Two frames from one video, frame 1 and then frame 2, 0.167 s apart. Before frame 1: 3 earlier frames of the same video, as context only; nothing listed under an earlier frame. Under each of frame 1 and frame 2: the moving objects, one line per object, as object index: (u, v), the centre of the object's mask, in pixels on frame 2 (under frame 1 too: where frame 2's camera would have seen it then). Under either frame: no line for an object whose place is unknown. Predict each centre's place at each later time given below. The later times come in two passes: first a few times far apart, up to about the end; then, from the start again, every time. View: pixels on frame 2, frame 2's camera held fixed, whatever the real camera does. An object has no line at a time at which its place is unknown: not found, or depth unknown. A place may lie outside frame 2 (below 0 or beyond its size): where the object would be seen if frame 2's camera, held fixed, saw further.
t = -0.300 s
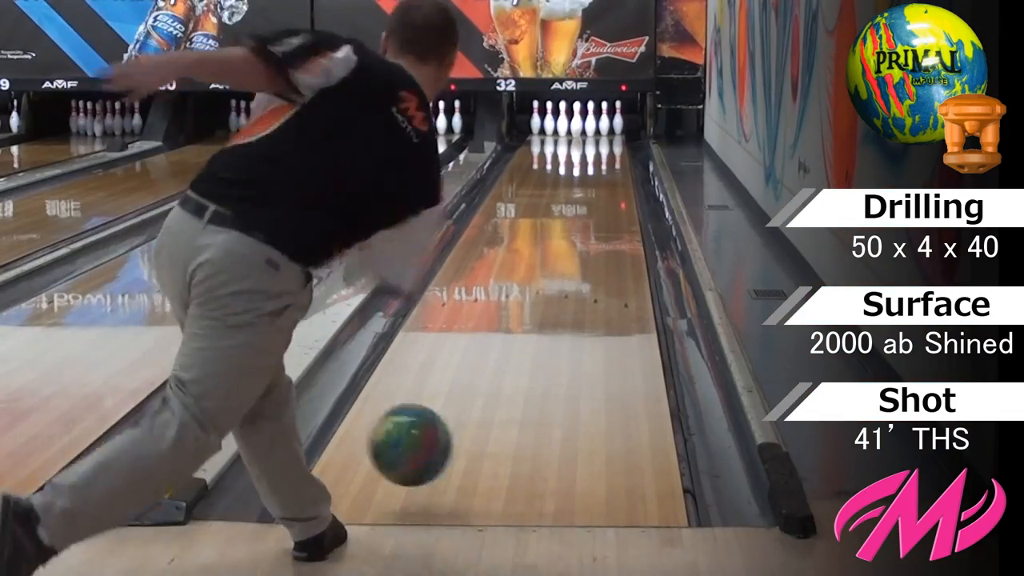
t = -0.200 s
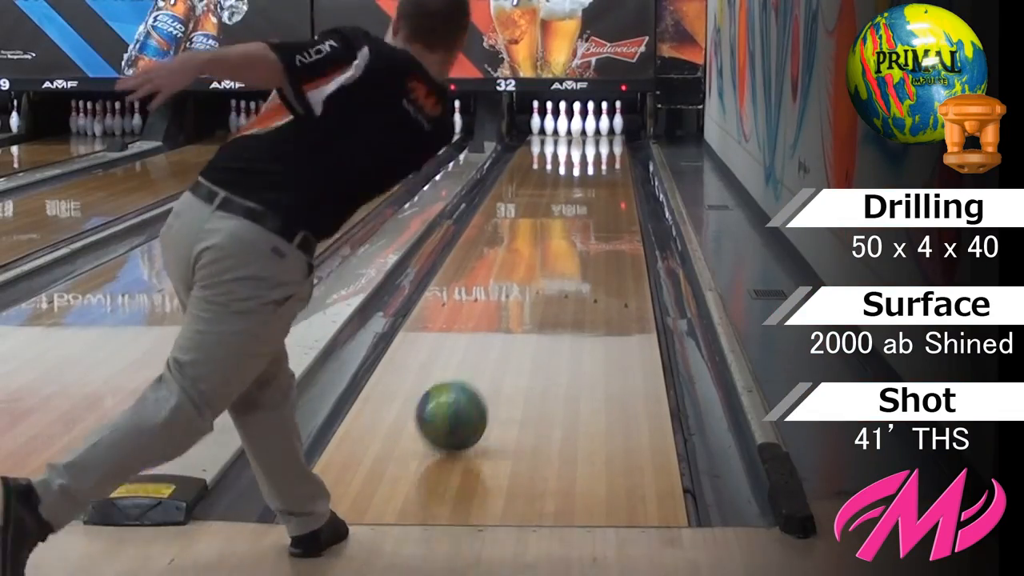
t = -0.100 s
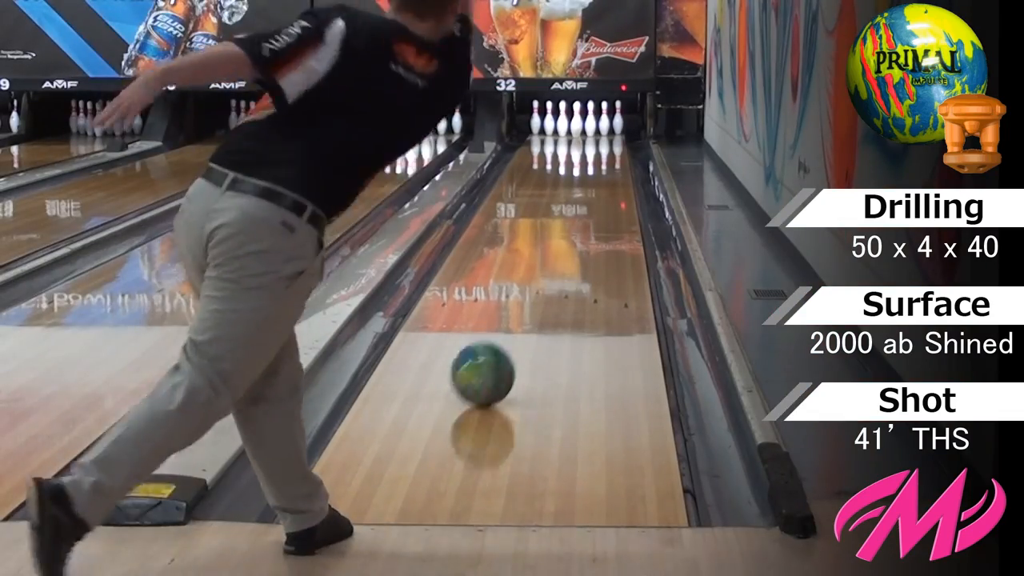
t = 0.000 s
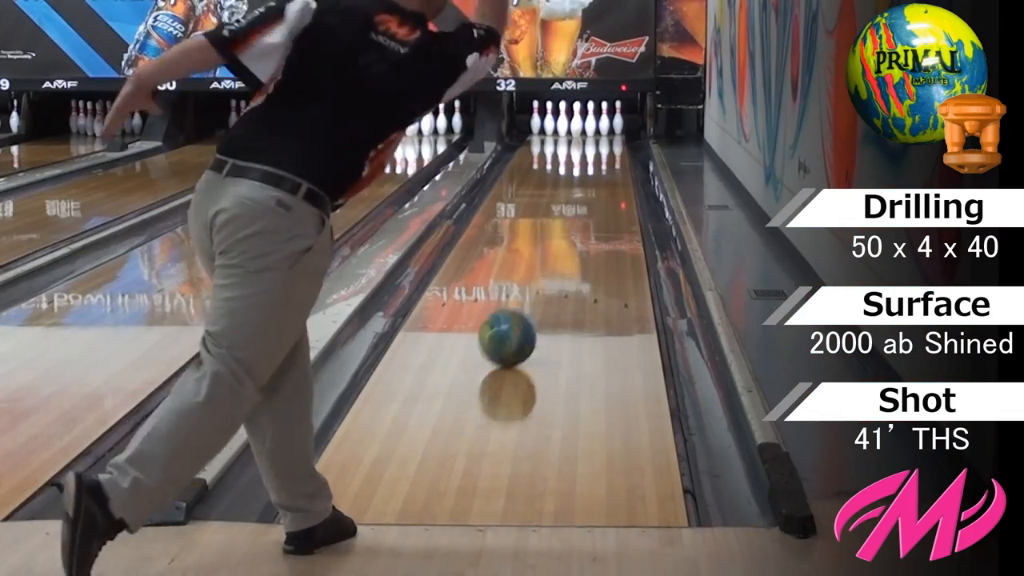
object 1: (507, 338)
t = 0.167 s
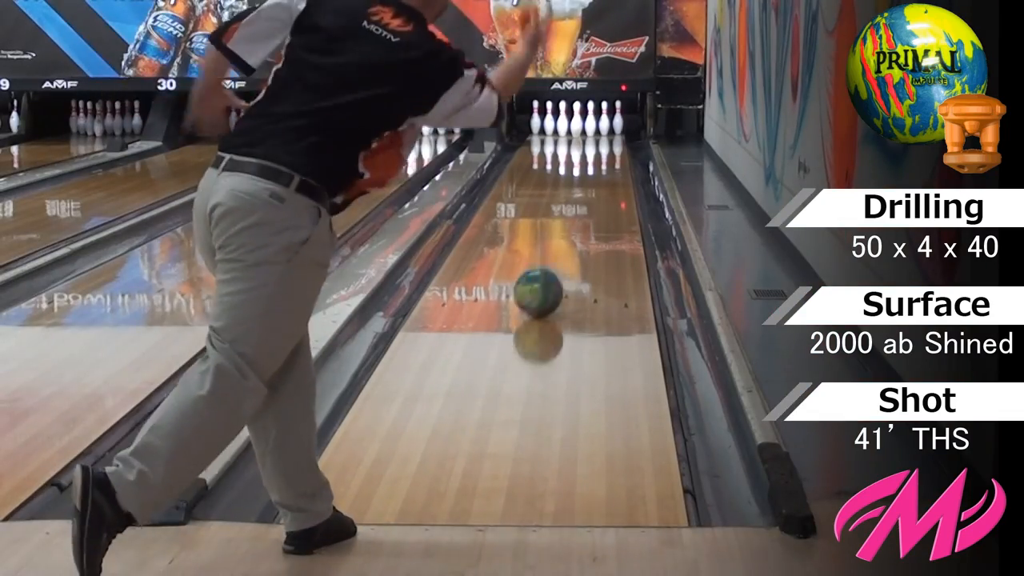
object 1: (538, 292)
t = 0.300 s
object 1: (557, 264)
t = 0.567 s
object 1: (582, 222)
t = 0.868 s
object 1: (602, 190)
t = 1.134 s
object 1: (611, 171)
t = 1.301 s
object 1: (612, 160)
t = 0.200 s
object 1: (543, 285)
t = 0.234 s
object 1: (548, 277)
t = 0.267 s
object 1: (553, 270)
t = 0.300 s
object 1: (557, 264)
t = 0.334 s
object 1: (561, 258)
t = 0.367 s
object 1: (565, 252)
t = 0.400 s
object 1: (569, 246)
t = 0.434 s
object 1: (571, 241)
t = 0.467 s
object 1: (575, 236)
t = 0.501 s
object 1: (577, 232)
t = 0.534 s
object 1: (580, 226)
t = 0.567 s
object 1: (582, 222)
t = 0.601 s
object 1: (586, 219)
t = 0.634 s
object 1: (588, 215)
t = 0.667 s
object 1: (590, 211)
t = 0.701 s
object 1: (592, 207)
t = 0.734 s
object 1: (595, 204)
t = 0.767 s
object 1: (596, 200)
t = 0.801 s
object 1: (599, 196)
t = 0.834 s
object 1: (600, 194)
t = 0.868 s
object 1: (602, 190)
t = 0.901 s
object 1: (604, 186)
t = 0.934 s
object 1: (605, 184)
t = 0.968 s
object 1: (606, 182)
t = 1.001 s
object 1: (607, 180)
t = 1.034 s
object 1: (608, 177)
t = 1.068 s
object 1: (609, 175)
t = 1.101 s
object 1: (610, 173)
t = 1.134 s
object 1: (611, 171)
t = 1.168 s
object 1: (611, 168)
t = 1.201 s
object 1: (612, 166)
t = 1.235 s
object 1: (612, 164)
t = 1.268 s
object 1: (612, 162)
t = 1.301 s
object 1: (612, 160)
